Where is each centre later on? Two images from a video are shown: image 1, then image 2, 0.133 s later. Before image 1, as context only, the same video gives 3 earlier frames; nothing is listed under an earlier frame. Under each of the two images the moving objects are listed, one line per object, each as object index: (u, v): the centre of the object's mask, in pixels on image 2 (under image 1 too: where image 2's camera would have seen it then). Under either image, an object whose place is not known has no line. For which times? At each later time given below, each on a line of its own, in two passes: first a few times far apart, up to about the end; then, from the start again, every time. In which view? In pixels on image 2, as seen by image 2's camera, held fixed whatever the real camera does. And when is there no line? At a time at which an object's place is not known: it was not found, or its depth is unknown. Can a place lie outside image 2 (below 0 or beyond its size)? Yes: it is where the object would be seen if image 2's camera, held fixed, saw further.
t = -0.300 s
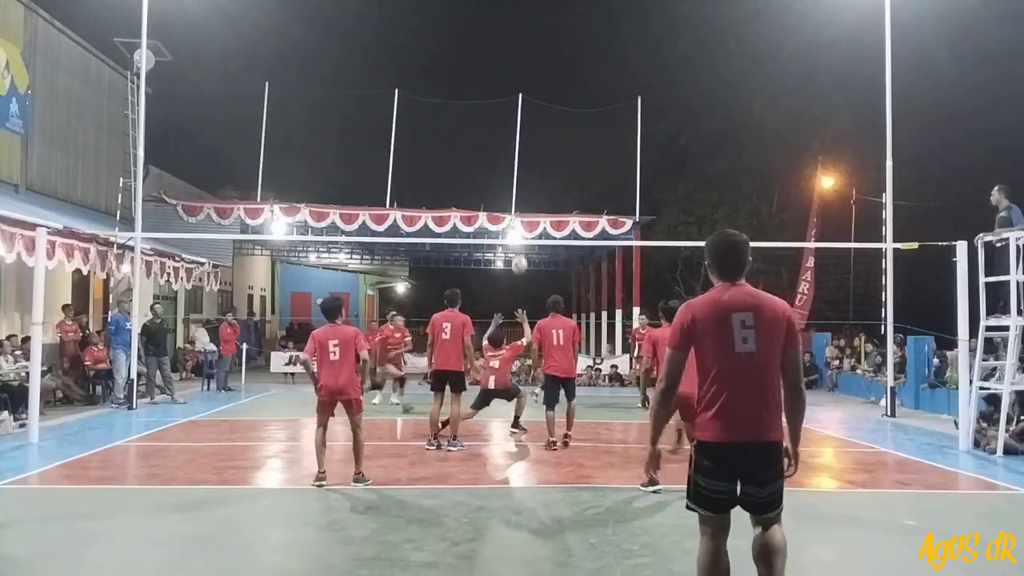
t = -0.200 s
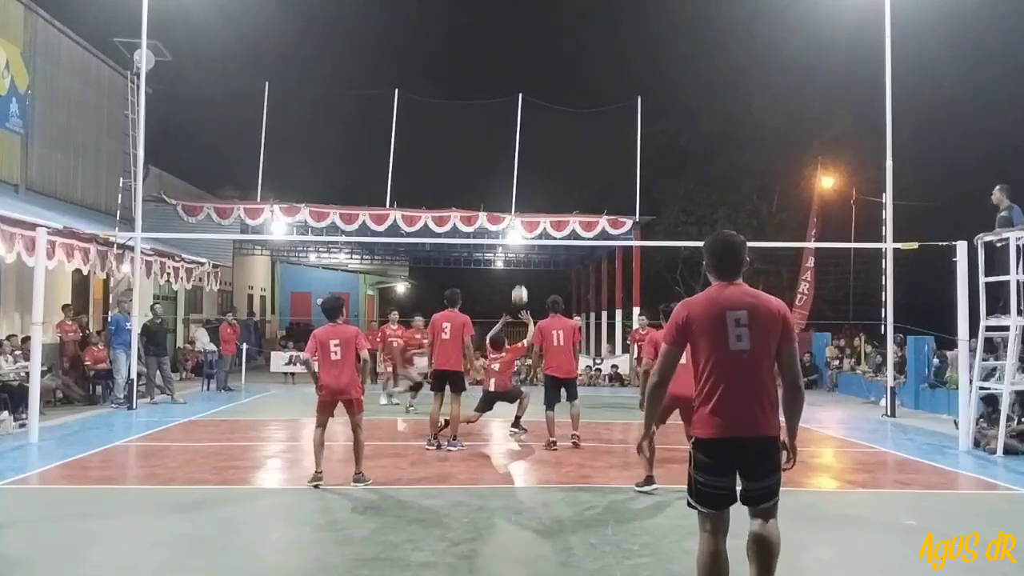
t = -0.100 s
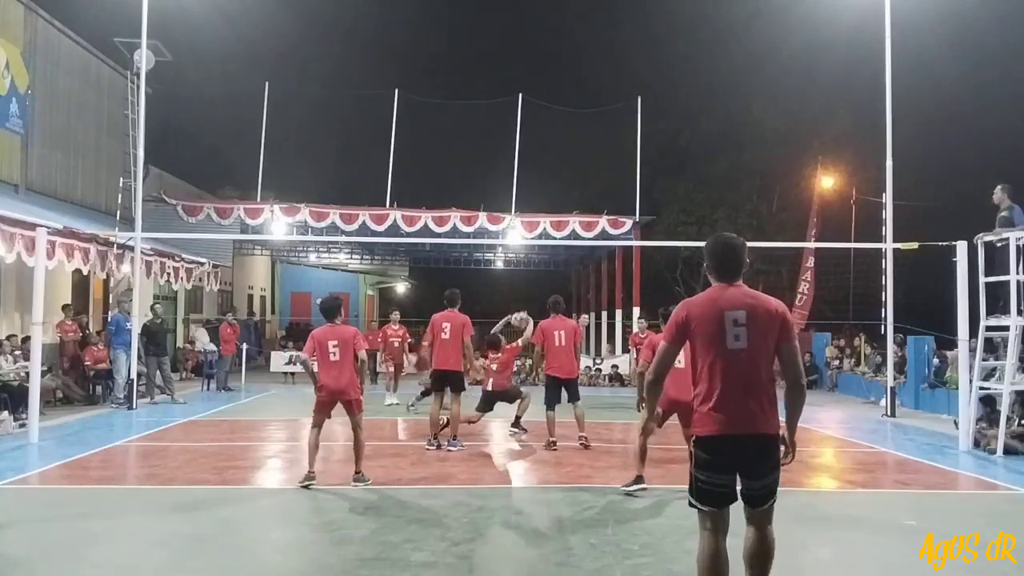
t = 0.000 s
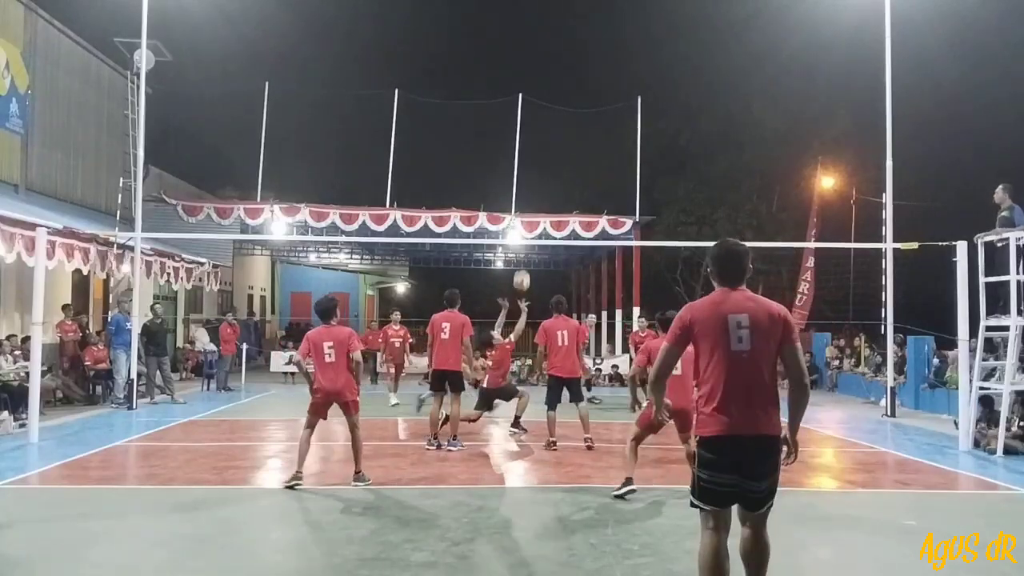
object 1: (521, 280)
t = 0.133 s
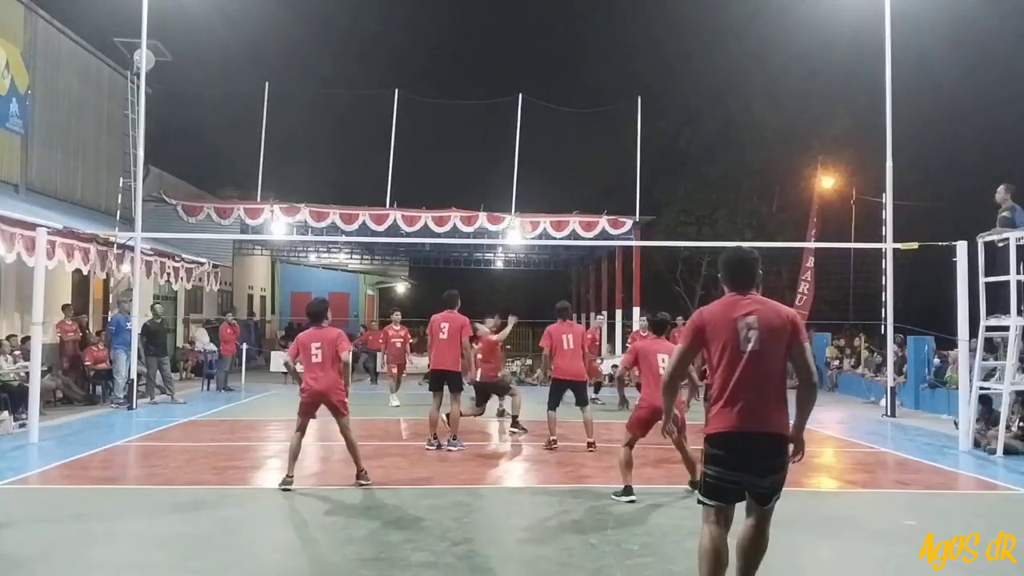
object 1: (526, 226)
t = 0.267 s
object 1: (525, 189)
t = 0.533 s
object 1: (528, 151)
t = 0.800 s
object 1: (531, 167)
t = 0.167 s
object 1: (525, 215)
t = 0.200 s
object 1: (524, 206)
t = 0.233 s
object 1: (525, 198)
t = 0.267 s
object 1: (525, 189)
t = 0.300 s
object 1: (526, 182)
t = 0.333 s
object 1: (526, 175)
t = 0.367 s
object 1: (526, 169)
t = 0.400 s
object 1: (527, 164)
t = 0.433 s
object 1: (527, 159)
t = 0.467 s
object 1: (528, 156)
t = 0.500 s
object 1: (528, 153)
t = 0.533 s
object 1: (528, 151)
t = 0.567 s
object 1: (529, 150)
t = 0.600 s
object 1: (529, 150)
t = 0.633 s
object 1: (530, 151)
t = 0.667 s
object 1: (530, 152)
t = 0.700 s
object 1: (530, 154)
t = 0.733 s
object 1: (530, 158)
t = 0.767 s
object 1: (531, 162)
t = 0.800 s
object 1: (531, 167)
